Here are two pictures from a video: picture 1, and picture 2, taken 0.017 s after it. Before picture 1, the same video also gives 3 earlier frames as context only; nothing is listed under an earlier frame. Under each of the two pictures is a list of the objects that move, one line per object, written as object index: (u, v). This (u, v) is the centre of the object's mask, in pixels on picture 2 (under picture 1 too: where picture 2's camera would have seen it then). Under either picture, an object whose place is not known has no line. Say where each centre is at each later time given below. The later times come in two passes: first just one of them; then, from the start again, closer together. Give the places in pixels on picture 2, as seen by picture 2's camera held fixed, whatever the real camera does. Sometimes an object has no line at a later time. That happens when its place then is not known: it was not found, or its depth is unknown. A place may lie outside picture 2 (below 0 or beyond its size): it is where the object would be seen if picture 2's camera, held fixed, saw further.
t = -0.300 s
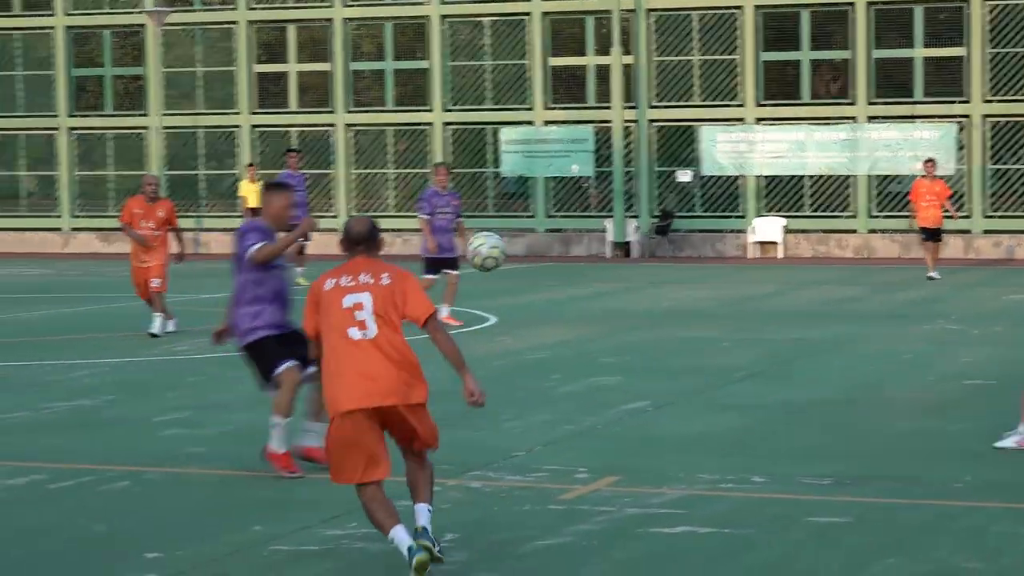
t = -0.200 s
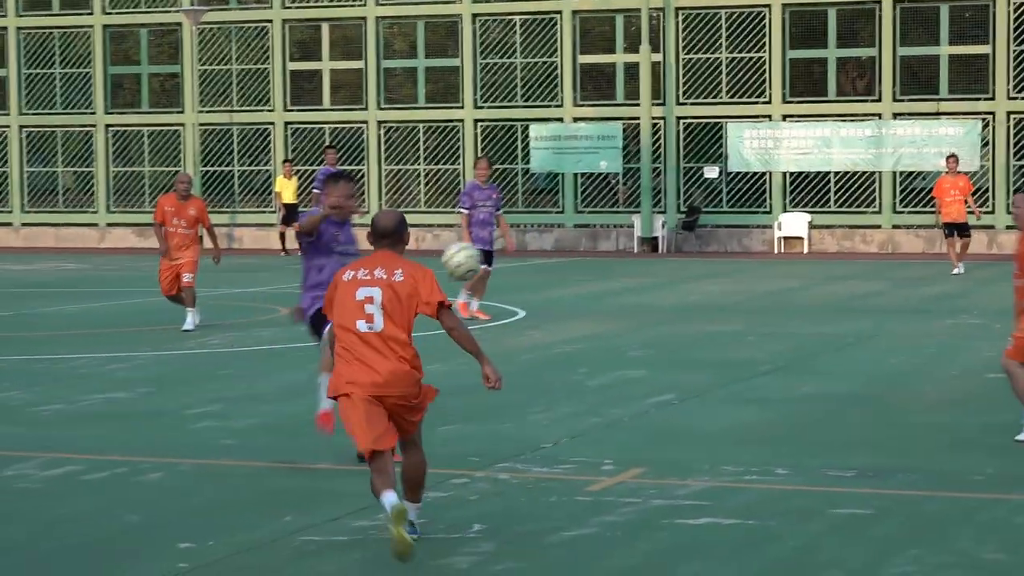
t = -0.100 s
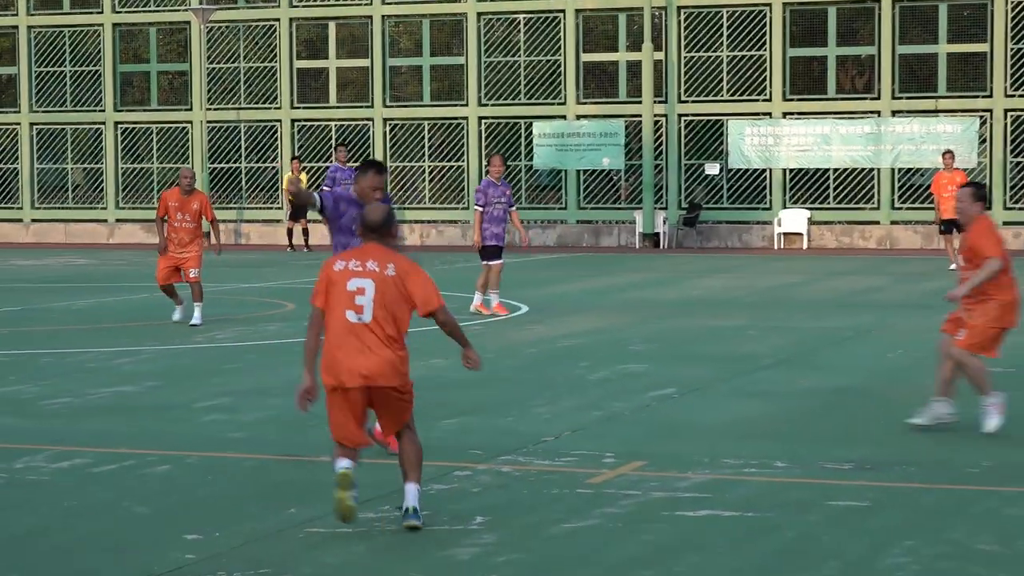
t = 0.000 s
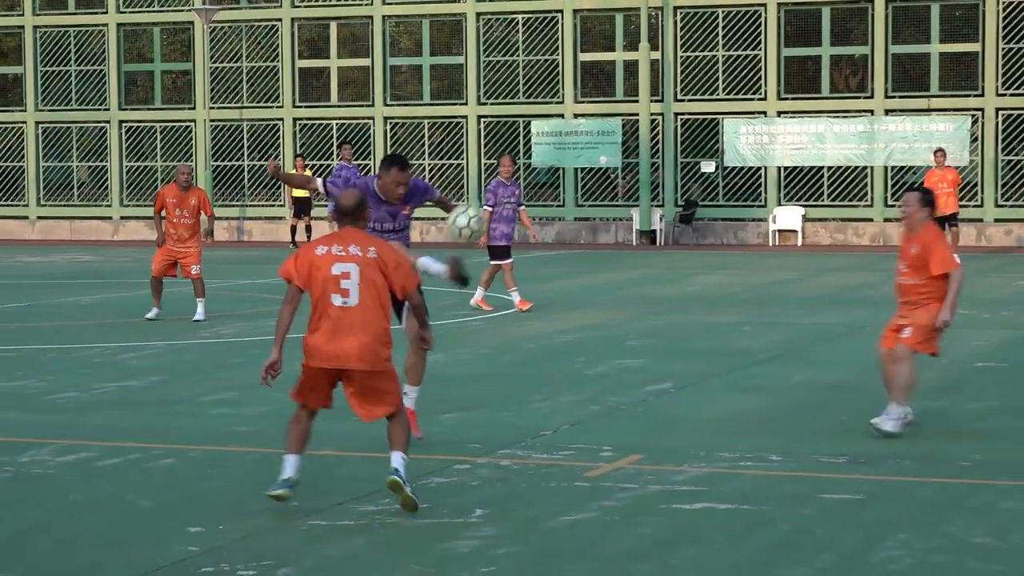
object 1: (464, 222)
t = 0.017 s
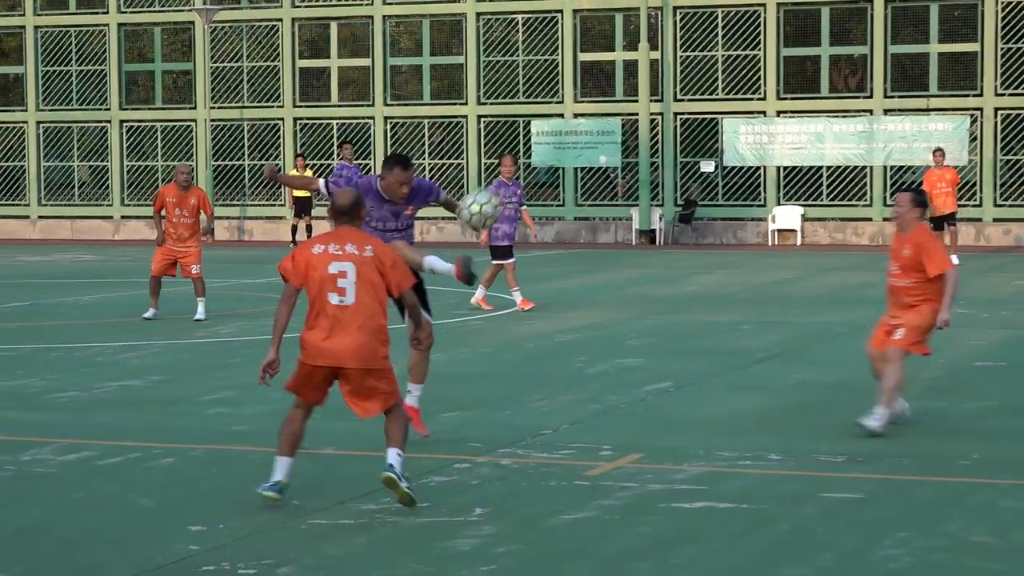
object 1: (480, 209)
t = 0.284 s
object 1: (710, 50)
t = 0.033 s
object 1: (491, 196)
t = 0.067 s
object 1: (518, 173)
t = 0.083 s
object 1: (533, 160)
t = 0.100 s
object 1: (546, 149)
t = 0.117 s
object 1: (560, 137)
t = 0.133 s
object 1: (576, 127)
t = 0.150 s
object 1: (587, 116)
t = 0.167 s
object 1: (604, 106)
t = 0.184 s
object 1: (619, 96)
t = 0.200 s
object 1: (634, 88)
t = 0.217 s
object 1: (646, 81)
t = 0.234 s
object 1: (663, 73)
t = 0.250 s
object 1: (678, 65)
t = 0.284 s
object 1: (710, 50)
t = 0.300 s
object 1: (726, 45)
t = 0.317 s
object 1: (740, 40)
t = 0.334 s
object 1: (758, 34)
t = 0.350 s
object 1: (775, 30)
